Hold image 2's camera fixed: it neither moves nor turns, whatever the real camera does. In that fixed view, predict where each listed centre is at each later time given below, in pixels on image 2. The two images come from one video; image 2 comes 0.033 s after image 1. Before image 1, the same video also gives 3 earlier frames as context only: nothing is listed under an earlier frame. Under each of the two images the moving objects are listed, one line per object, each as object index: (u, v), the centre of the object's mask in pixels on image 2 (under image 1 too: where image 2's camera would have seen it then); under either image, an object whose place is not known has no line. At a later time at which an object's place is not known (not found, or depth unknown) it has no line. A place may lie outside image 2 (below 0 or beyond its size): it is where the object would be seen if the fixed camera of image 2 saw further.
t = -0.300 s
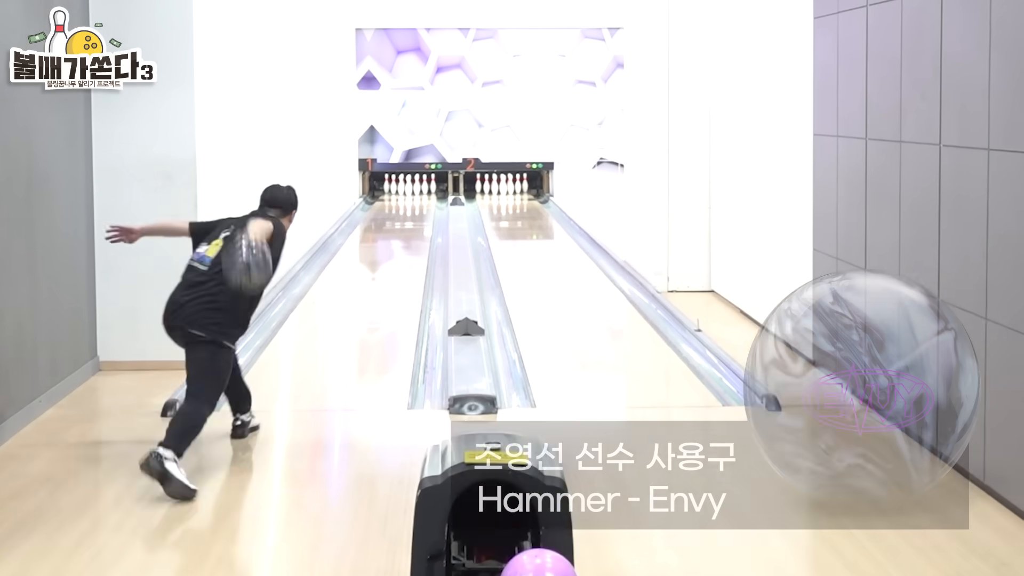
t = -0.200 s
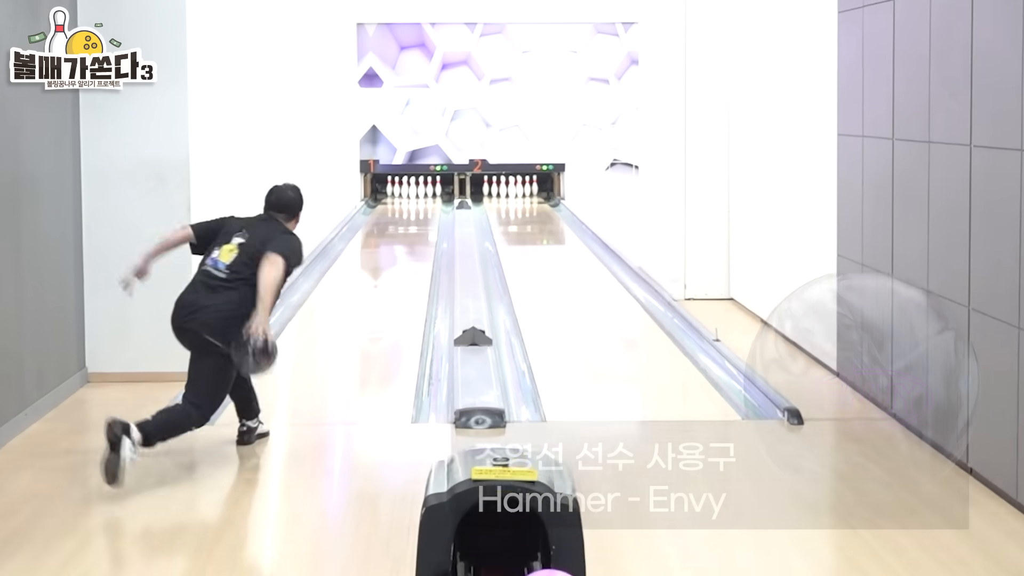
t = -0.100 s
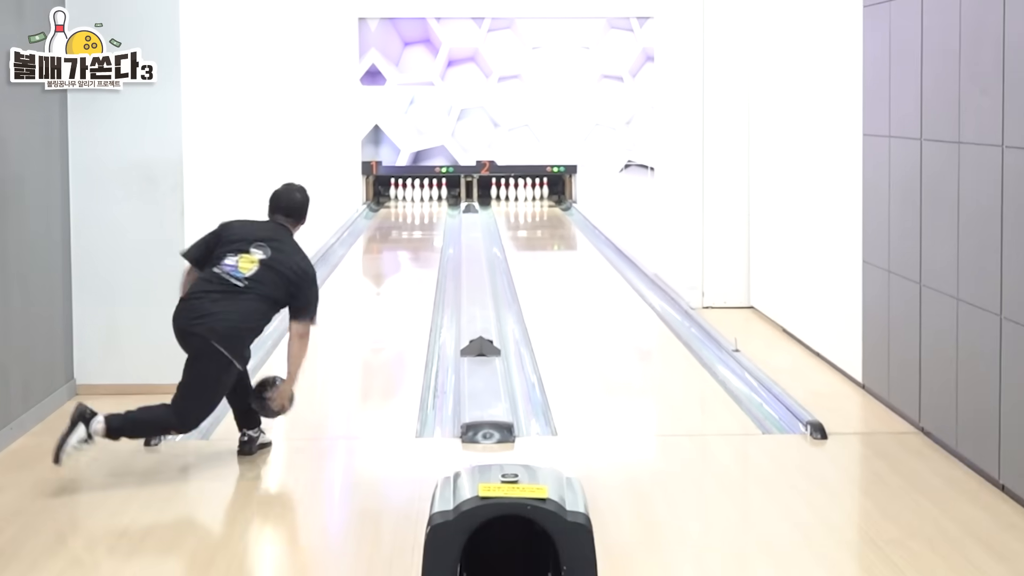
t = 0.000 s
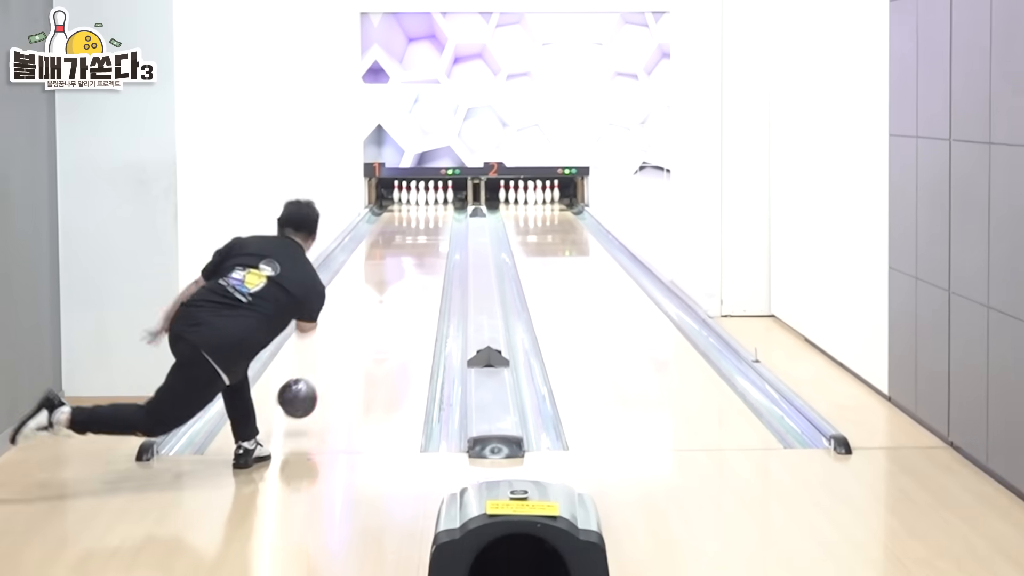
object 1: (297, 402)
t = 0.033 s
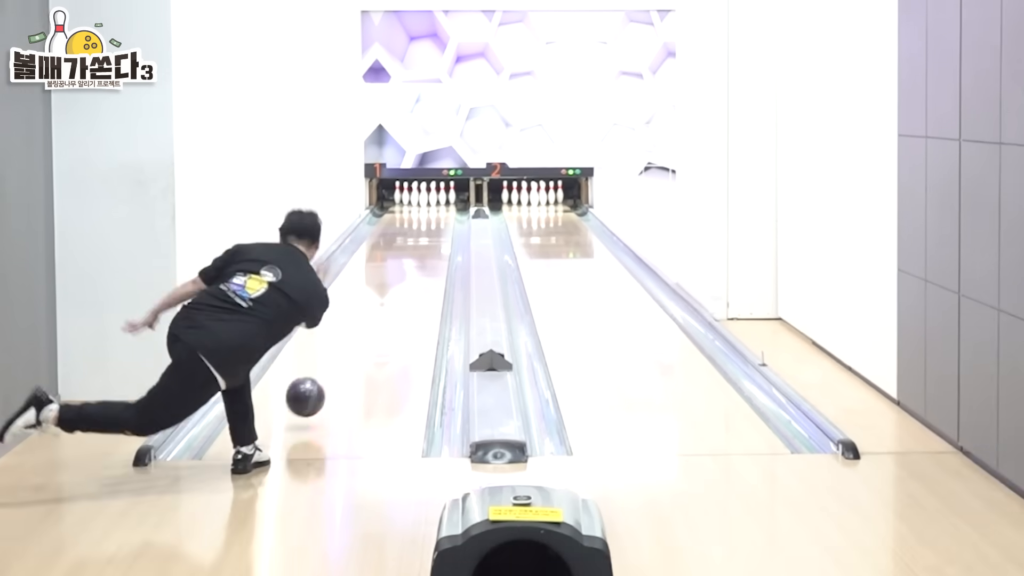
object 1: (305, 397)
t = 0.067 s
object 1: (313, 394)
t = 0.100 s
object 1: (320, 392)
